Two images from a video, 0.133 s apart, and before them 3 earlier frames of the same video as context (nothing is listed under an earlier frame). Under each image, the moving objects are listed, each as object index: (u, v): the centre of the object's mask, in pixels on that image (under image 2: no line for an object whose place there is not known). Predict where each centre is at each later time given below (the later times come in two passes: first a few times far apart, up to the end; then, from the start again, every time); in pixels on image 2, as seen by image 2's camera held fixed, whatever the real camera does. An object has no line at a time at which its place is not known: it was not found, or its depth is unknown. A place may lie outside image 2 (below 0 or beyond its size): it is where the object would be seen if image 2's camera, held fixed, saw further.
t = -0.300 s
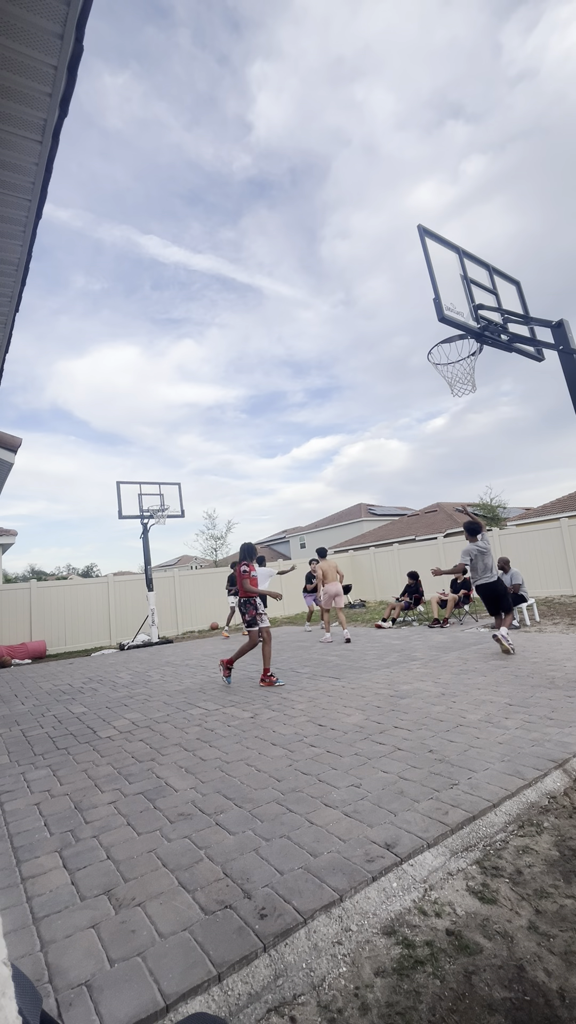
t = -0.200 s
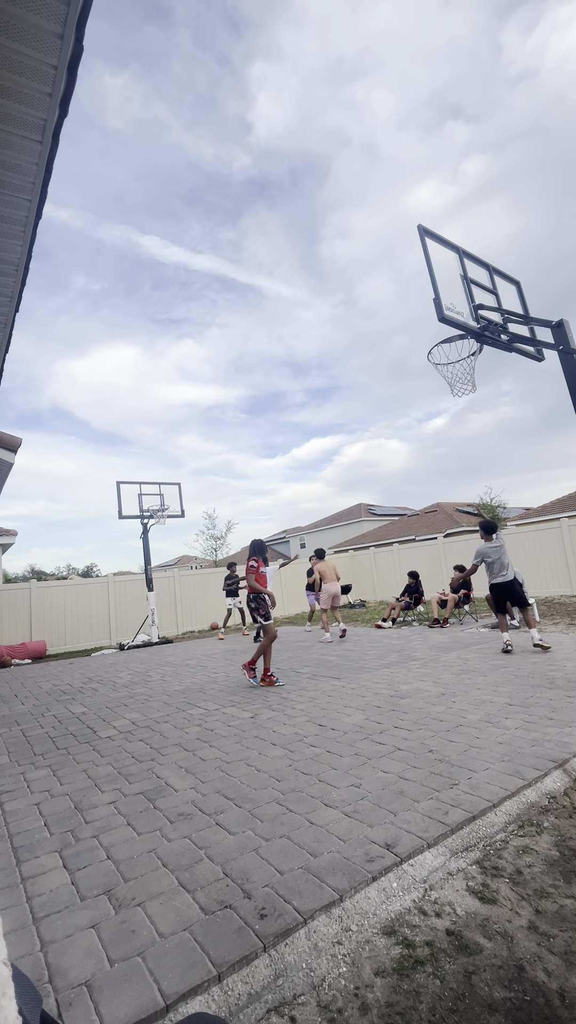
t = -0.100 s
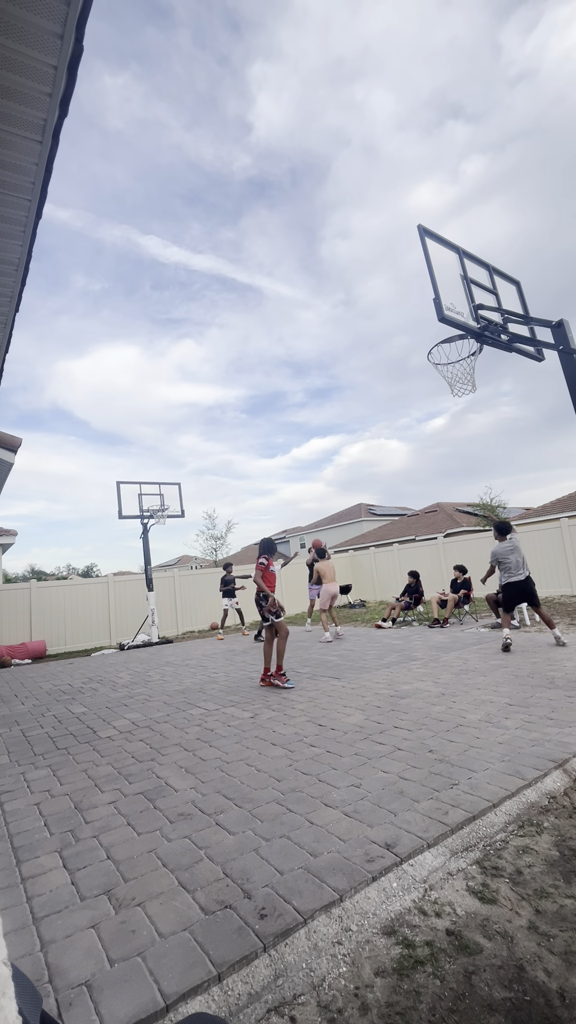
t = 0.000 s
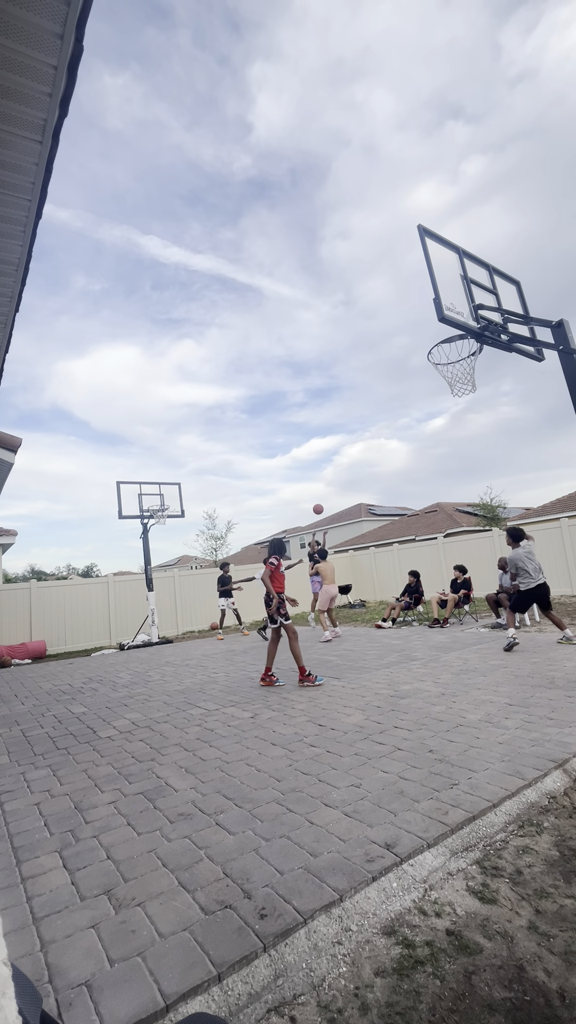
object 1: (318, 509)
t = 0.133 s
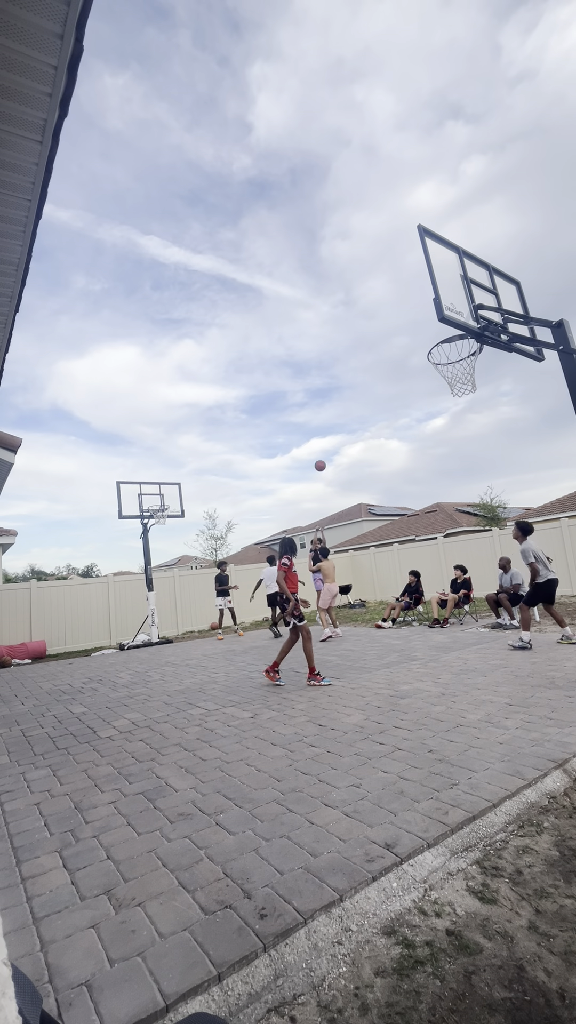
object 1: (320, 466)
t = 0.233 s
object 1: (322, 435)
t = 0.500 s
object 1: (332, 369)
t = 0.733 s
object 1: (348, 329)
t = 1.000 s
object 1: (377, 316)
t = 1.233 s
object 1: (420, 350)
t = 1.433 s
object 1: (478, 434)
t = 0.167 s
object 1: (321, 455)
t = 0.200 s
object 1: (321, 445)
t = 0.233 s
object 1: (322, 435)
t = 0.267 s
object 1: (323, 426)
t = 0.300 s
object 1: (324, 417)
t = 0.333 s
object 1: (325, 408)
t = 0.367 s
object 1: (326, 400)
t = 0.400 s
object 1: (328, 391)
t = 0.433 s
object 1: (329, 383)
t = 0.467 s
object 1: (331, 376)
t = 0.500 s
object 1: (332, 369)
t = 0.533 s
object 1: (334, 362)
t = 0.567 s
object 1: (336, 355)
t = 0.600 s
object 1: (338, 349)
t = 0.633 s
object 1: (340, 344)
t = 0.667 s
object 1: (343, 338)
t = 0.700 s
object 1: (345, 334)
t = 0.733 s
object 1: (348, 329)
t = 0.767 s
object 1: (351, 325)
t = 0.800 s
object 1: (354, 322)
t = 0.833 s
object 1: (357, 320)
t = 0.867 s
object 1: (361, 317)
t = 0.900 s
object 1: (365, 316)
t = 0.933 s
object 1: (369, 315)
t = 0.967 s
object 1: (373, 315)
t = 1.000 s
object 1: (377, 316)
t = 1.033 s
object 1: (382, 318)
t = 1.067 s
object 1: (387, 321)
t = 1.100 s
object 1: (393, 324)
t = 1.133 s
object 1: (399, 329)
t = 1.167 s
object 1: (405, 335)
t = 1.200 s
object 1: (412, 342)
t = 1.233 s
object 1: (420, 350)
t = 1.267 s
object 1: (427, 359)
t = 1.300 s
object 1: (436, 371)
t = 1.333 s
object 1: (441, 387)
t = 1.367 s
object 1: (455, 401)
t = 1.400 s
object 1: (466, 415)
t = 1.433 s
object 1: (478, 434)
